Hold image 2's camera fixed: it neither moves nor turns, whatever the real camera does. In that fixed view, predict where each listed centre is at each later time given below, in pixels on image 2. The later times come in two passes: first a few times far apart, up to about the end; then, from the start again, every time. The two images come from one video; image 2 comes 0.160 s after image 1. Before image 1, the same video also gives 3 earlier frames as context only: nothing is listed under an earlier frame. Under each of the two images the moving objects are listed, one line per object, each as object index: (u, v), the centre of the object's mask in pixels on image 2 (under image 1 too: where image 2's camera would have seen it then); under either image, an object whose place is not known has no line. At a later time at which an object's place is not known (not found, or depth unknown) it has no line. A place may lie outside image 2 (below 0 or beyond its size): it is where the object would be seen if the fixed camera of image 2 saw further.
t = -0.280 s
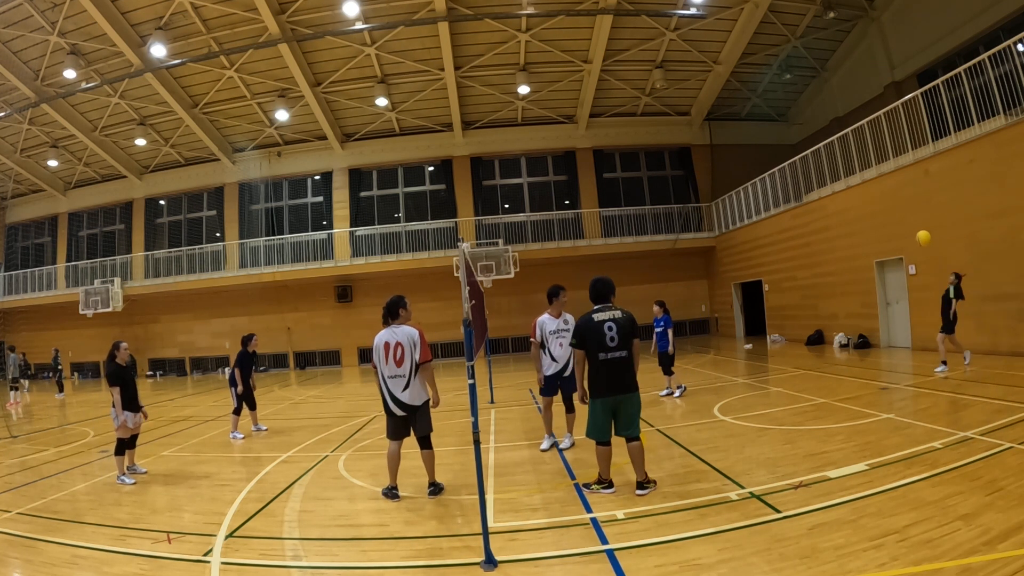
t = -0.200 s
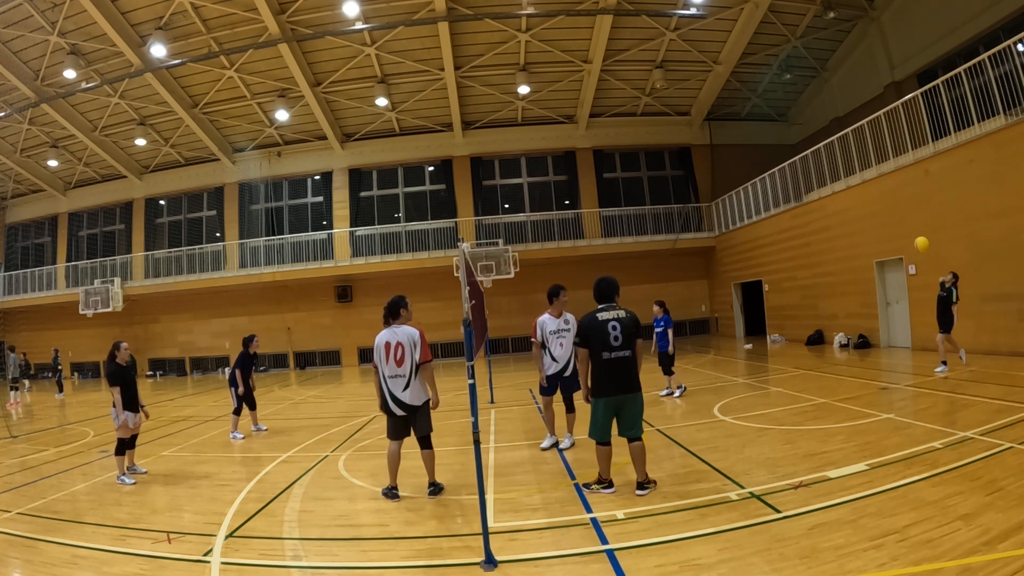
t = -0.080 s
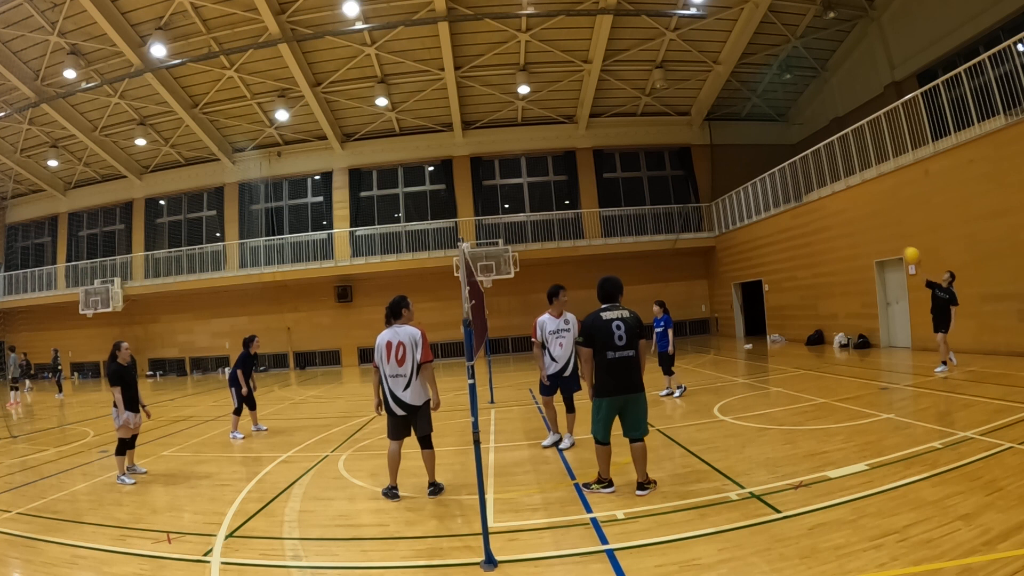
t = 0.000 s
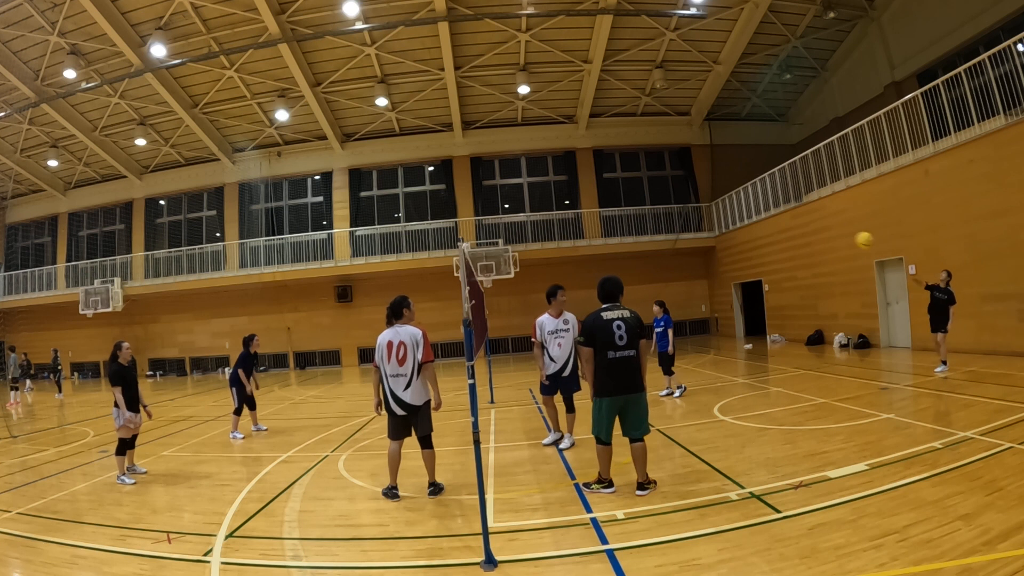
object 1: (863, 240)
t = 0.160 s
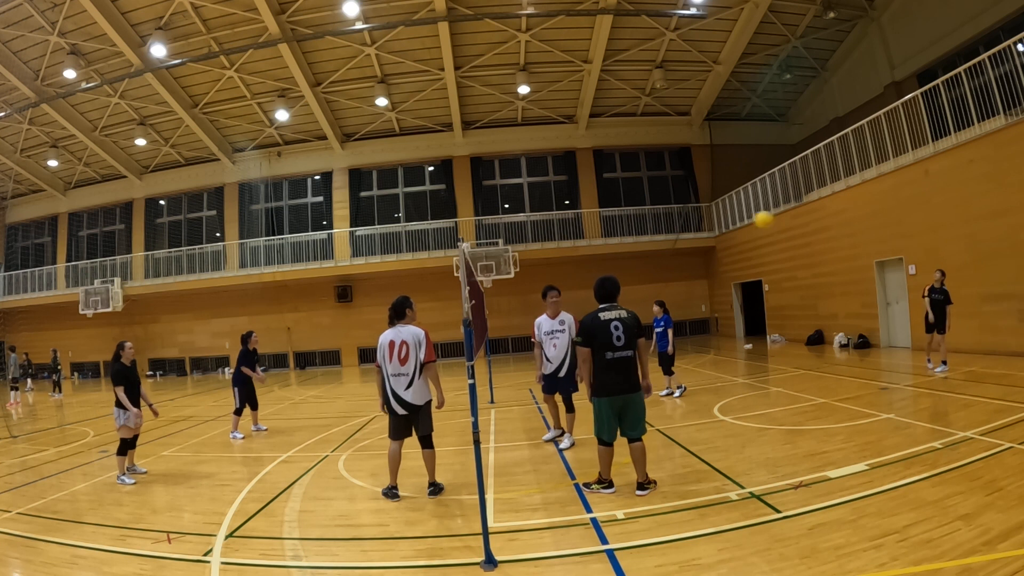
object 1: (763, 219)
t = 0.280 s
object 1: (685, 214)
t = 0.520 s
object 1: (533, 222)
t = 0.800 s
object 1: (389, 266)
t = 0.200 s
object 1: (737, 217)
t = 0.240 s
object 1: (711, 215)
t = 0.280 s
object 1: (685, 214)
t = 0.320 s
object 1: (658, 213)
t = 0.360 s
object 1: (632, 213)
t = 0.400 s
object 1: (607, 214)
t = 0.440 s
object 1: (581, 216)
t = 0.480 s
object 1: (557, 219)
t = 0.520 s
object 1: (533, 222)
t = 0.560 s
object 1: (510, 226)
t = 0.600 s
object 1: (488, 230)
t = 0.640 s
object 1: (468, 235)
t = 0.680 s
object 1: (446, 243)
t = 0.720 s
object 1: (426, 250)
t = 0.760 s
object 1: (407, 256)
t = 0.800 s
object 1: (389, 266)
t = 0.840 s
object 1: (372, 275)
